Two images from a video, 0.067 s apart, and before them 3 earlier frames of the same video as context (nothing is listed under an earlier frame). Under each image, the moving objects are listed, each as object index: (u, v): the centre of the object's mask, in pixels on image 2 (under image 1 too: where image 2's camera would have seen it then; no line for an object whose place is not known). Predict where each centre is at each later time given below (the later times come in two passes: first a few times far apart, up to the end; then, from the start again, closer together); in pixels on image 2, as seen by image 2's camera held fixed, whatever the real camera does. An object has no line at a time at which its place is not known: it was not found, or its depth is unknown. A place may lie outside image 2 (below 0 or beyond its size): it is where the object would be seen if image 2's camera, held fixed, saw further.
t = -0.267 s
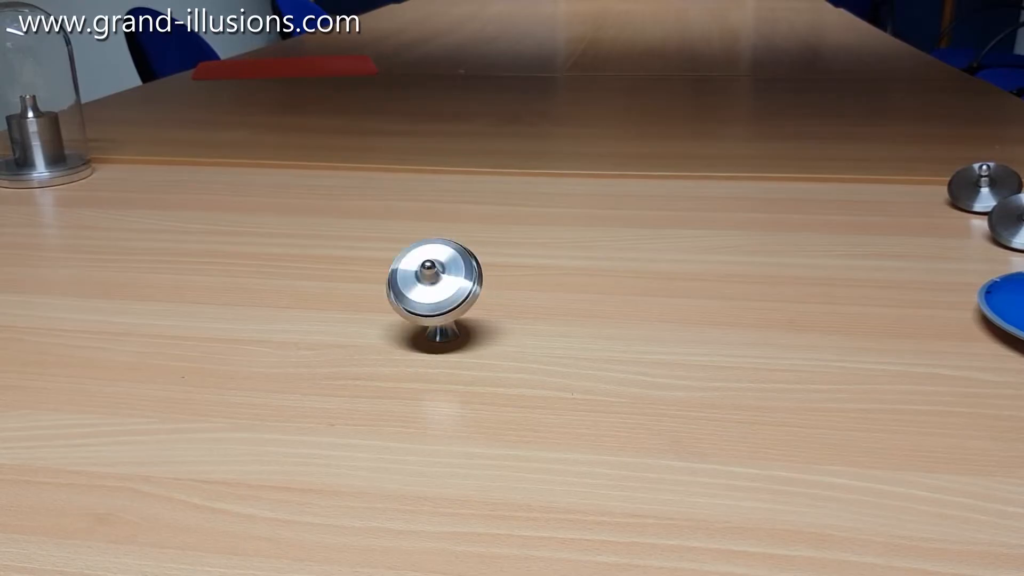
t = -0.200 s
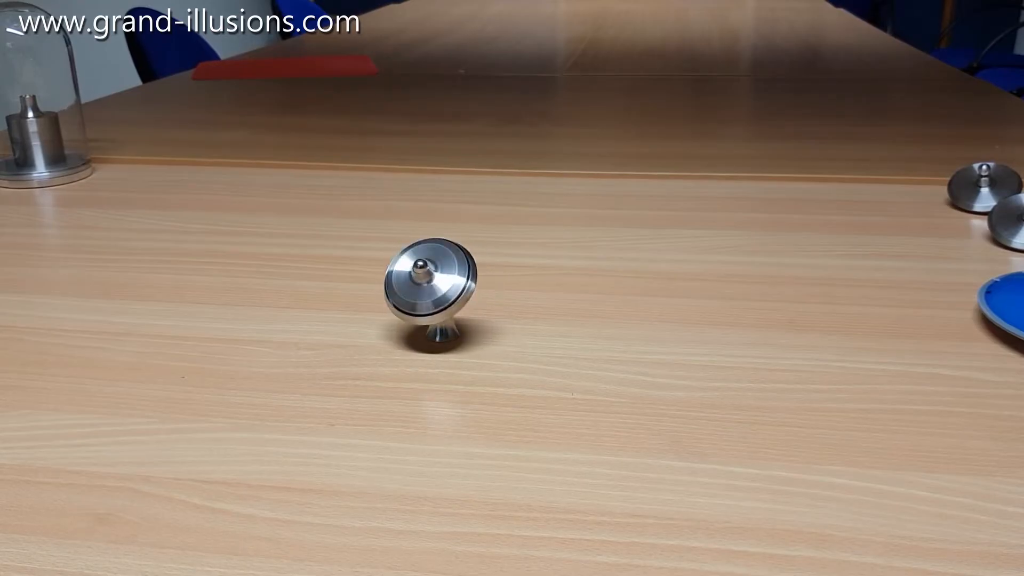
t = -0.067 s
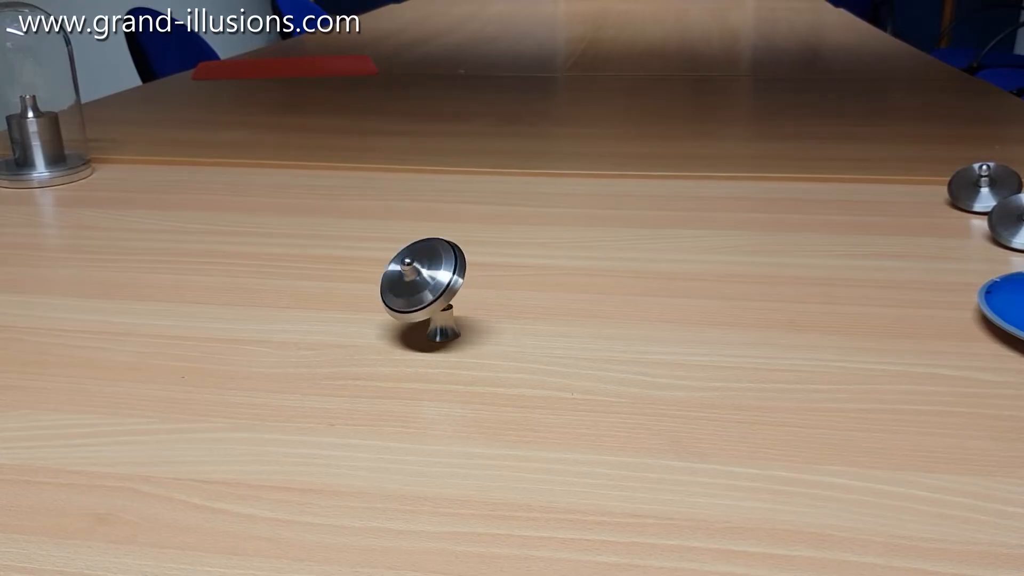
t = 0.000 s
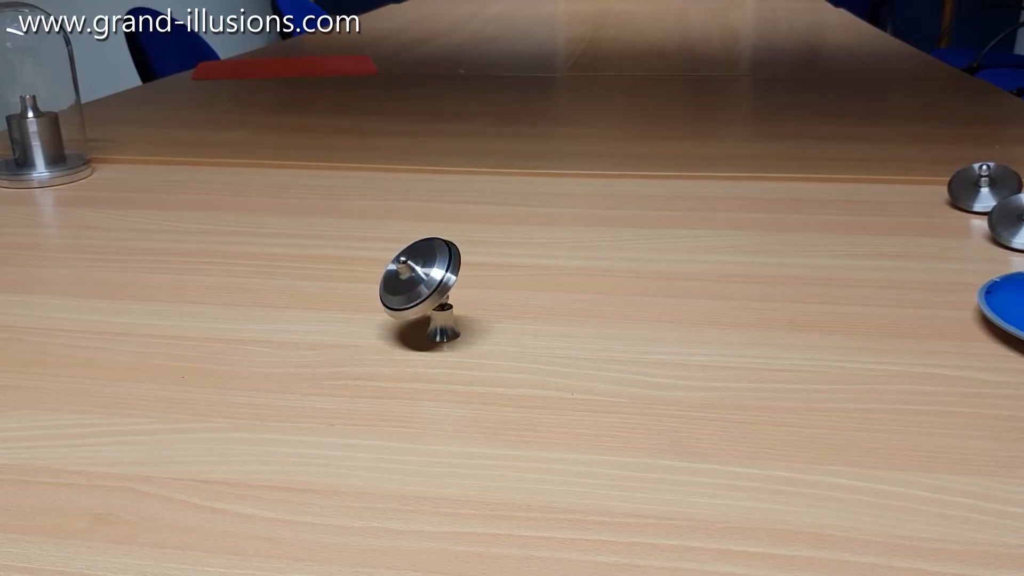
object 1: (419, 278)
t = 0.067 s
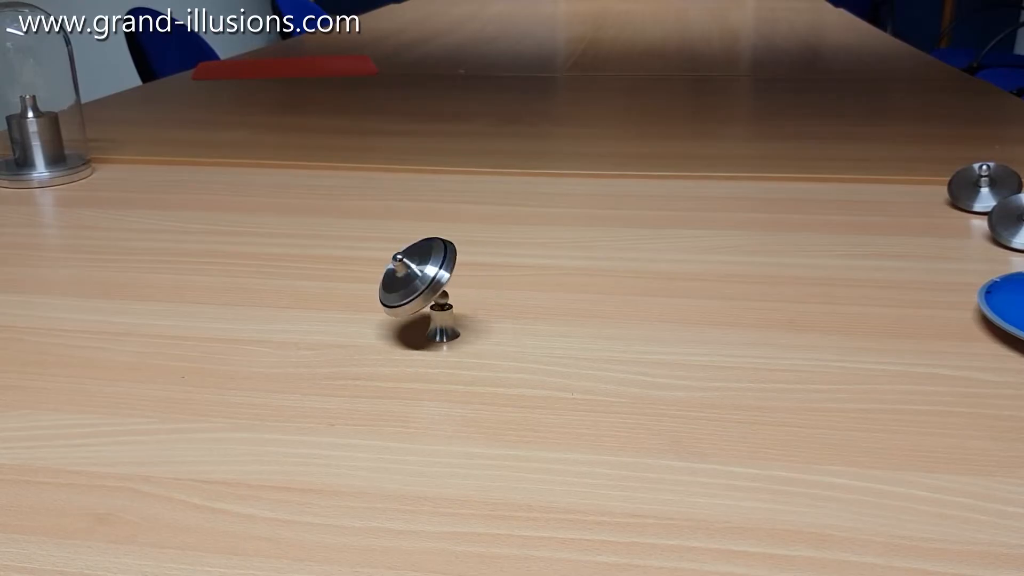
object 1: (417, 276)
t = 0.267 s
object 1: (414, 270)
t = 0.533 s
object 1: (424, 264)
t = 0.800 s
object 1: (441, 262)
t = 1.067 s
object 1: (458, 263)
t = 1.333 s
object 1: (464, 270)
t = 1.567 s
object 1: (457, 277)
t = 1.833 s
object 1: (442, 281)
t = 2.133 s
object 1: (424, 279)
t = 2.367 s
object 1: (416, 272)
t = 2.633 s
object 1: (419, 265)
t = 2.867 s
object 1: (433, 262)
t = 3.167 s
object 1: (453, 262)
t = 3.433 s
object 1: (463, 267)
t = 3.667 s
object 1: (459, 274)
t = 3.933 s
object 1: (445, 280)
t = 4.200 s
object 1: (429, 279)
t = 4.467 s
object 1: (417, 272)
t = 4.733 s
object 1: (420, 264)
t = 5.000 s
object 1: (437, 261)
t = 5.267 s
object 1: (454, 262)
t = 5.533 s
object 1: (462, 267)
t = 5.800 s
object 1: (455, 275)
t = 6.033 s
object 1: (442, 279)
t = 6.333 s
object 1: (424, 276)
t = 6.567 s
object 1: (417, 270)
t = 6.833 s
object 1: (423, 263)
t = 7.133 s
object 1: (442, 261)
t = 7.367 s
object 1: (456, 262)
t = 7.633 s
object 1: (460, 269)
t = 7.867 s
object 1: (452, 275)
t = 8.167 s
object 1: (435, 278)
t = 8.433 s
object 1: (422, 273)
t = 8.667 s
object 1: (418, 266)
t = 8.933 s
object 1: (429, 261)
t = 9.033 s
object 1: (436, 260)
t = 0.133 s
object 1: (415, 274)
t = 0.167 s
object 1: (414, 273)
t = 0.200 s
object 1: (414, 272)
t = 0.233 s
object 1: (414, 271)
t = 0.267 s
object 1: (414, 270)
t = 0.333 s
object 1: (415, 268)
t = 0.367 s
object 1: (416, 267)
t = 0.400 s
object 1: (417, 266)
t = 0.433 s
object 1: (418, 266)
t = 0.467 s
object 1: (420, 265)
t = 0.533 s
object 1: (424, 264)
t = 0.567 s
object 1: (426, 264)
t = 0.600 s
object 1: (428, 263)
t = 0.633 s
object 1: (430, 263)
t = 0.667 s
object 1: (432, 263)
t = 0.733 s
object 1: (437, 262)
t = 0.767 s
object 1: (439, 262)
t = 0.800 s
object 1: (441, 262)
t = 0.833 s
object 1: (444, 262)
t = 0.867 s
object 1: (446, 262)
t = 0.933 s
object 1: (450, 262)
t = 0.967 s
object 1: (452, 263)
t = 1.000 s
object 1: (454, 263)
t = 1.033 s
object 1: (456, 263)
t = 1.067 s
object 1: (458, 263)
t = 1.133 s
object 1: (461, 264)
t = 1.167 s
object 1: (462, 265)
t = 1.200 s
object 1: (463, 266)
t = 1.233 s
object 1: (464, 267)
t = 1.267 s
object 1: (464, 268)
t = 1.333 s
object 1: (464, 270)
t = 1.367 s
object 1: (464, 271)
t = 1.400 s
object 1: (463, 272)
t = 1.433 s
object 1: (462, 273)
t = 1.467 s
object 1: (461, 274)
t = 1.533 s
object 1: (459, 276)
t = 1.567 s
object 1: (457, 277)
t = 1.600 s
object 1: (456, 277)
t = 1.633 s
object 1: (454, 278)
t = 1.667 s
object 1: (452, 279)
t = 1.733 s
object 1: (448, 280)
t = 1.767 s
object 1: (446, 280)
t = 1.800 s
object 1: (444, 281)
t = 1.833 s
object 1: (442, 281)
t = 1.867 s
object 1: (440, 281)
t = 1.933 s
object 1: (435, 281)
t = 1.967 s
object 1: (433, 281)
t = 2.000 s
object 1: (431, 280)
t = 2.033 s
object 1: (430, 280)
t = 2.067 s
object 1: (428, 280)
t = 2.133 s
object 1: (424, 279)
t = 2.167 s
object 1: (422, 278)
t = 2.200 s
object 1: (421, 277)
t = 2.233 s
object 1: (420, 277)
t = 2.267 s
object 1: (418, 276)
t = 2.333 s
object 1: (416, 274)
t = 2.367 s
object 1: (416, 272)
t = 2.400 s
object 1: (415, 272)
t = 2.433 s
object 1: (415, 270)
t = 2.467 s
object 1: (415, 269)
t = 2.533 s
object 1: (416, 268)
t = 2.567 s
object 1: (417, 266)
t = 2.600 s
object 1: (418, 266)
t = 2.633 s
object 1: (419, 265)
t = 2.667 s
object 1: (421, 264)
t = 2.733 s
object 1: (425, 264)
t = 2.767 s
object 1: (427, 263)
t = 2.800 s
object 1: (429, 263)
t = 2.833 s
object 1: (431, 262)
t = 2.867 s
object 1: (433, 262)
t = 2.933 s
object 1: (438, 262)
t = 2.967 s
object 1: (440, 262)
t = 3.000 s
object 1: (442, 262)
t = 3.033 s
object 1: (445, 262)
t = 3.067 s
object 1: (447, 262)
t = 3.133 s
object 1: (451, 262)
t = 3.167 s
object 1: (453, 262)
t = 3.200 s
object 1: (455, 262)
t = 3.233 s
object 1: (457, 263)
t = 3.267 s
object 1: (458, 263)
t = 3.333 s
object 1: (461, 264)
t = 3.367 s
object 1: (462, 265)
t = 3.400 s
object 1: (463, 266)
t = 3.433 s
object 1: (463, 267)
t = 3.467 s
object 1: (463, 268)
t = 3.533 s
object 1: (463, 270)
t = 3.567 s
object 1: (462, 271)
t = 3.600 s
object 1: (461, 272)
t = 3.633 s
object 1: (460, 273)
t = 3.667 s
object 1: (459, 274)
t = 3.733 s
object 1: (456, 276)
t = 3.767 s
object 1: (455, 277)
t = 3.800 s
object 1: (453, 277)
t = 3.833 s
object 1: (451, 278)
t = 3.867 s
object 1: (449, 278)
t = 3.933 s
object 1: (445, 280)
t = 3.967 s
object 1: (443, 280)
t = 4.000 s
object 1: (441, 280)
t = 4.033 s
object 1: (439, 280)
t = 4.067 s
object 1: (437, 280)
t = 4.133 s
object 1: (432, 280)
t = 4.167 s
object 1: (431, 279)
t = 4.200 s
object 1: (429, 279)
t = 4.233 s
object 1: (427, 278)
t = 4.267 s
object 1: (423, 277)
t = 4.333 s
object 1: (421, 276)
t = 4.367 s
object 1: (419, 275)
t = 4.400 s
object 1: (418, 274)
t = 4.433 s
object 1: (417, 273)
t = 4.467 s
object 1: (417, 272)
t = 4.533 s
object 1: (416, 270)
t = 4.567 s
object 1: (416, 269)
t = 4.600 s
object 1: (416, 268)
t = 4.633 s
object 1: (417, 267)
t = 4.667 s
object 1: (418, 266)
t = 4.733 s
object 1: (420, 264)
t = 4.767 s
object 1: (422, 264)
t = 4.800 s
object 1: (424, 263)
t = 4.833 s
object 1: (426, 263)
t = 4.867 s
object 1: (428, 262)
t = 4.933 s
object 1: (432, 262)
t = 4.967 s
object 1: (434, 262)
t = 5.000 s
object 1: (437, 261)
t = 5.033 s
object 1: (439, 261)
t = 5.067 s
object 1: (441, 261)
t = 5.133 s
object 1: (446, 261)
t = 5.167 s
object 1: (448, 261)
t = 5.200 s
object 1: (450, 261)
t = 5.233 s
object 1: (452, 261)
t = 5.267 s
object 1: (454, 262)
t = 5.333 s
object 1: (457, 262)
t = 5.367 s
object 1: (459, 262)
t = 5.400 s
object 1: (460, 263)
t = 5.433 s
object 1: (461, 265)
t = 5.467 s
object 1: (461, 265)
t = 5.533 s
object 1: (462, 267)
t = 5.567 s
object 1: (462, 268)
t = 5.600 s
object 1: (462, 269)
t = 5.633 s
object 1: (461, 270)
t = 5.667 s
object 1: (460, 271)
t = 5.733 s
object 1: (458, 274)
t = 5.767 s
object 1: (456, 274)
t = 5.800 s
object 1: (455, 275)
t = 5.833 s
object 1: (453, 276)
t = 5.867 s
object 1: (452, 276)
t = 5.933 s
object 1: (448, 278)
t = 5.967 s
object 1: (446, 278)
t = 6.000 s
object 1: (444, 278)
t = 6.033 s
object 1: (442, 279)
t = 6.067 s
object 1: (440, 279)
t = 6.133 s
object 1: (436, 279)
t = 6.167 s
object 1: (433, 279)
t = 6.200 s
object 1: (431, 278)
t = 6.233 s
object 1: (430, 278)
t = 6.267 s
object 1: (428, 277)
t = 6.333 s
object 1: (424, 276)
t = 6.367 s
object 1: (423, 275)
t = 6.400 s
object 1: (422, 275)
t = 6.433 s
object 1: (420, 274)
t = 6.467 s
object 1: (419, 273)
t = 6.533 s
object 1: (417, 271)
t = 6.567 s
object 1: (417, 270)
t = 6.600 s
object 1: (417, 269)
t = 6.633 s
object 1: (417, 268)
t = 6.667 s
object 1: (417, 267)
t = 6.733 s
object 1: (419, 265)
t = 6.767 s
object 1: (420, 264)
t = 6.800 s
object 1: (421, 263)
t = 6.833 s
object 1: (423, 263)
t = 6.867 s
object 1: (425, 263)
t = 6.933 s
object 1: (429, 262)
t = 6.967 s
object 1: (431, 261)
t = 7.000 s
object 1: (433, 261)
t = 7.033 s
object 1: (435, 261)
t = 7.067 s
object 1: (437, 261)
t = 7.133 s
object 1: (442, 261)
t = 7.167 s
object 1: (444, 261)
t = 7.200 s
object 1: (446, 261)
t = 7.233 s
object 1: (448, 261)
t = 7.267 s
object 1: (450, 261)
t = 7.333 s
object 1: (454, 261)
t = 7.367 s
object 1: (456, 262)
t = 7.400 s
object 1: (457, 262)
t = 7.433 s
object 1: (458, 263)
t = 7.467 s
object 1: (459, 264)
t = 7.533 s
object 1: (460, 265)
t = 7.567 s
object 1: (461, 267)
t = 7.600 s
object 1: (461, 268)
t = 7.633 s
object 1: (460, 269)
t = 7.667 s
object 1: (460, 269)
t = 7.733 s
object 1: (458, 272)
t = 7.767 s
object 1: (457, 273)
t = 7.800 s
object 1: (455, 273)
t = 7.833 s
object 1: (454, 274)
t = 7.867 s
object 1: (452, 275)
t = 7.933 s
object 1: (449, 276)
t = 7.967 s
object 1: (447, 277)
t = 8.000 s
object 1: (445, 277)
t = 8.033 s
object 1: (443, 277)
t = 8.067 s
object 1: (441, 278)
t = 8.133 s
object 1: (437, 278)
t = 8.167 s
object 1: (435, 278)
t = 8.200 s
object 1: (433, 277)
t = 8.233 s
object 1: (431, 277)
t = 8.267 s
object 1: (429, 276)
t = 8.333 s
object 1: (426, 275)
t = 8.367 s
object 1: (424, 275)
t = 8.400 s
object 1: (423, 274)
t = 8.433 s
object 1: (422, 273)
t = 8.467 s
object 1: (420, 272)
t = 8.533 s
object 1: (419, 270)
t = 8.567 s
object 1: (418, 269)
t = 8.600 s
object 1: (418, 268)
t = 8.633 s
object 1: (418, 267)
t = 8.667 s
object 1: (418, 266)
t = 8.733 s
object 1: (420, 265)
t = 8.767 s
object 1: (421, 264)
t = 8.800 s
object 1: (422, 262)
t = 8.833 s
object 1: (424, 262)
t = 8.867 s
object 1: (425, 262)
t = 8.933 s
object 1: (429, 261)
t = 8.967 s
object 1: (431, 261)
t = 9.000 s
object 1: (433, 261)
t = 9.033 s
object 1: (436, 260)
